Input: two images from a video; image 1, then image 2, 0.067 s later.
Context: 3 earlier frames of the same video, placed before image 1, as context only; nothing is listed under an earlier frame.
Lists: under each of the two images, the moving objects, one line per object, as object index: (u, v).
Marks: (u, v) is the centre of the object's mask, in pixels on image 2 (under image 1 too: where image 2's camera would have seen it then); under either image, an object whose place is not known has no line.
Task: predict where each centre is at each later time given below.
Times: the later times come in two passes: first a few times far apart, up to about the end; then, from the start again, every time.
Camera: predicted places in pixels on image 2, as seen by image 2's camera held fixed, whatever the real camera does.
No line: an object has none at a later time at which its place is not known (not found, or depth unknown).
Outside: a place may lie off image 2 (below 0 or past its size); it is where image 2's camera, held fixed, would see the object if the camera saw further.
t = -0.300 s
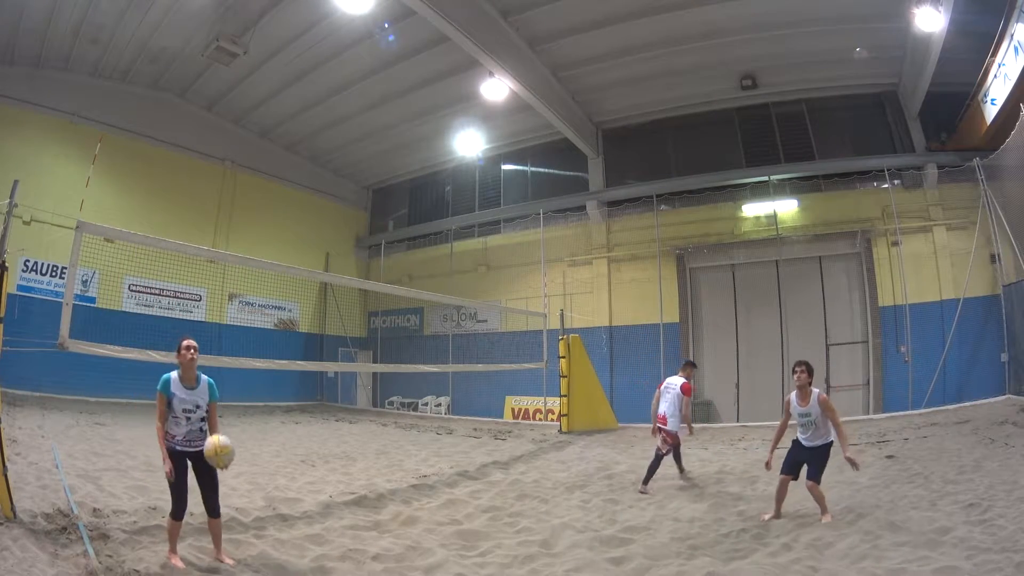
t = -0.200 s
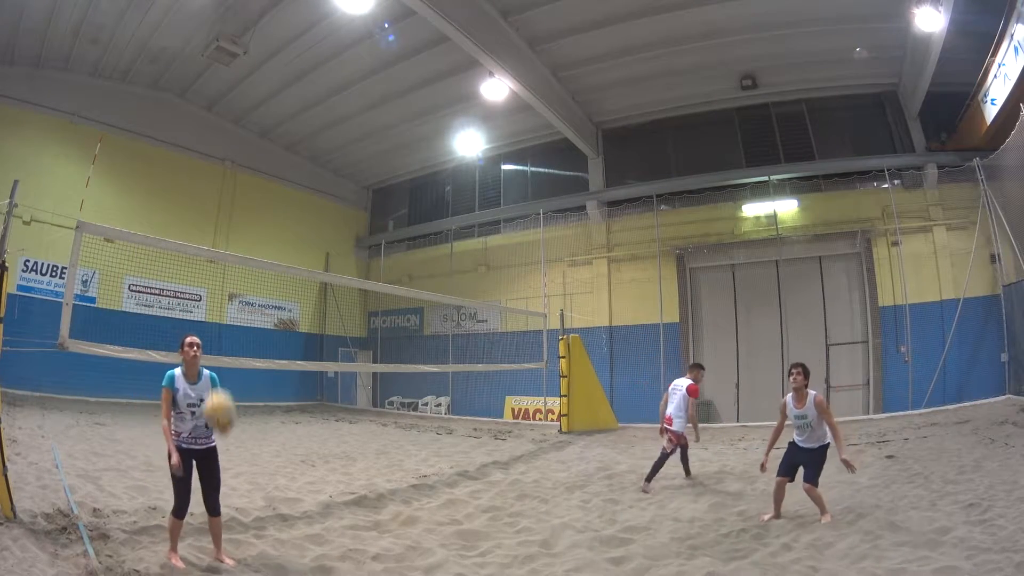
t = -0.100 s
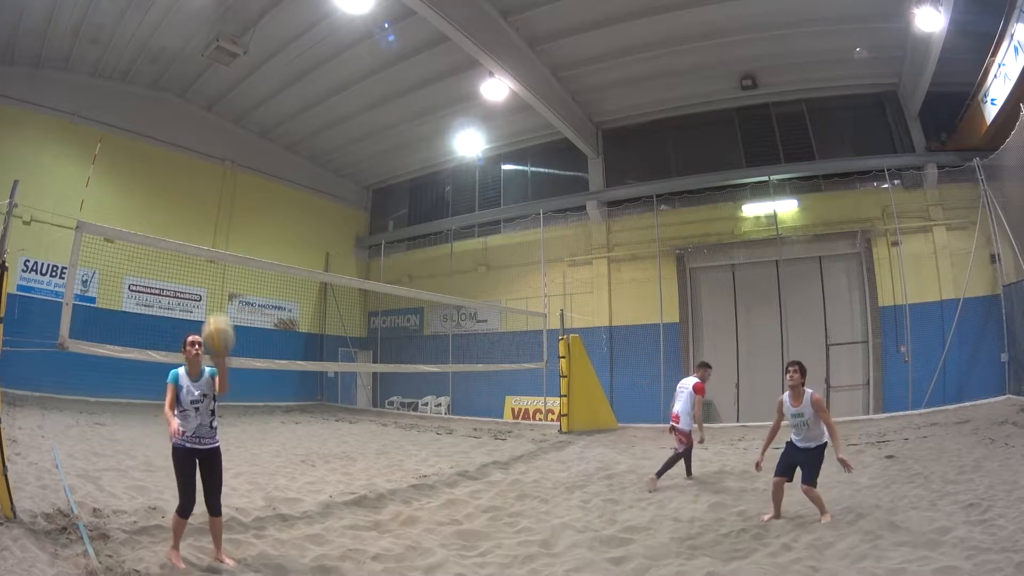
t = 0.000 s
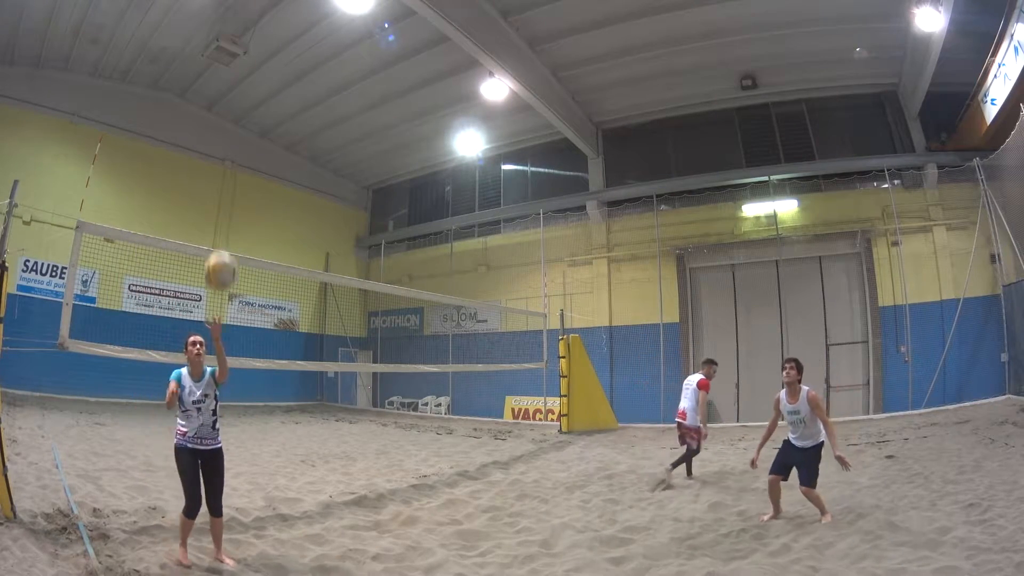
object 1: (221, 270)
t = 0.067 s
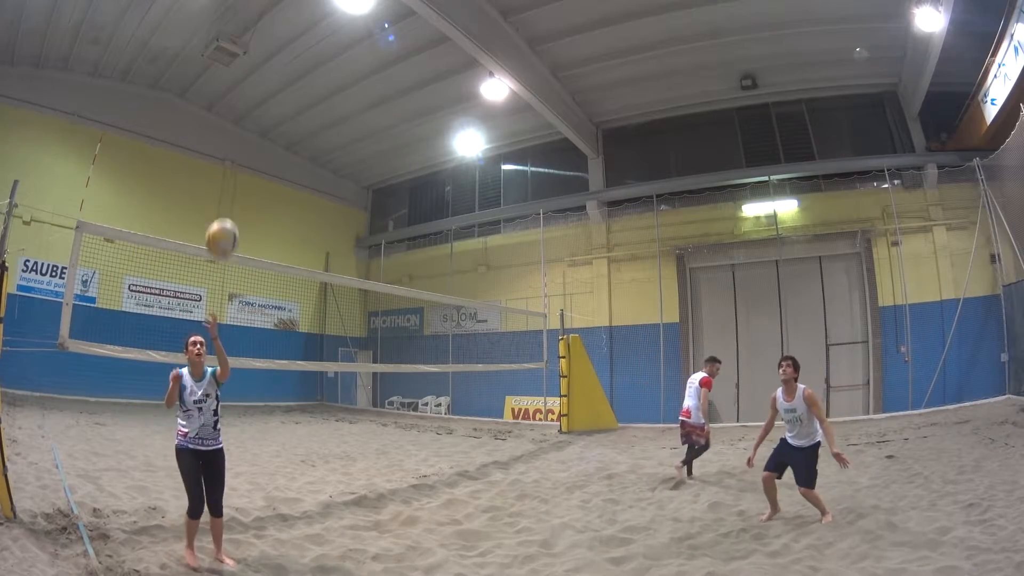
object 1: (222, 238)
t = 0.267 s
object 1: (225, 186)
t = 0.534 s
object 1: (216, 209)
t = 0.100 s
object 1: (223, 225)
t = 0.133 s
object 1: (224, 213)
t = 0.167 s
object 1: (224, 204)
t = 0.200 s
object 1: (225, 196)
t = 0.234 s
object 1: (225, 189)
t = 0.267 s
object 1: (225, 186)
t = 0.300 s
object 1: (225, 183)
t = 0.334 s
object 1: (224, 182)
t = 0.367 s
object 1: (224, 182)
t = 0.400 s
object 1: (223, 184)
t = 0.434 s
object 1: (221, 187)
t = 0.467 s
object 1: (220, 193)
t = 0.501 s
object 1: (218, 200)
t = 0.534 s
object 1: (216, 209)
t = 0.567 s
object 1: (214, 220)
